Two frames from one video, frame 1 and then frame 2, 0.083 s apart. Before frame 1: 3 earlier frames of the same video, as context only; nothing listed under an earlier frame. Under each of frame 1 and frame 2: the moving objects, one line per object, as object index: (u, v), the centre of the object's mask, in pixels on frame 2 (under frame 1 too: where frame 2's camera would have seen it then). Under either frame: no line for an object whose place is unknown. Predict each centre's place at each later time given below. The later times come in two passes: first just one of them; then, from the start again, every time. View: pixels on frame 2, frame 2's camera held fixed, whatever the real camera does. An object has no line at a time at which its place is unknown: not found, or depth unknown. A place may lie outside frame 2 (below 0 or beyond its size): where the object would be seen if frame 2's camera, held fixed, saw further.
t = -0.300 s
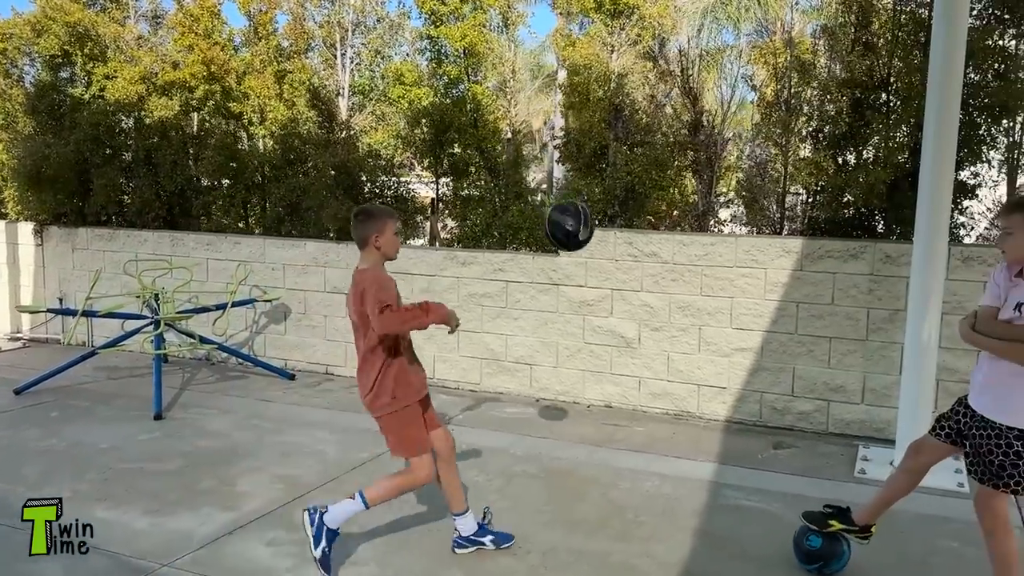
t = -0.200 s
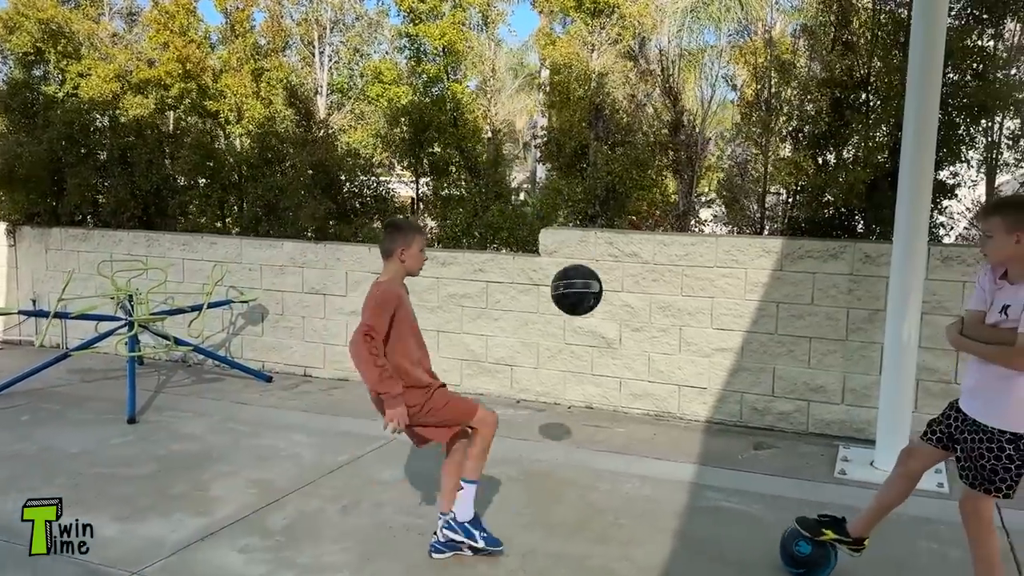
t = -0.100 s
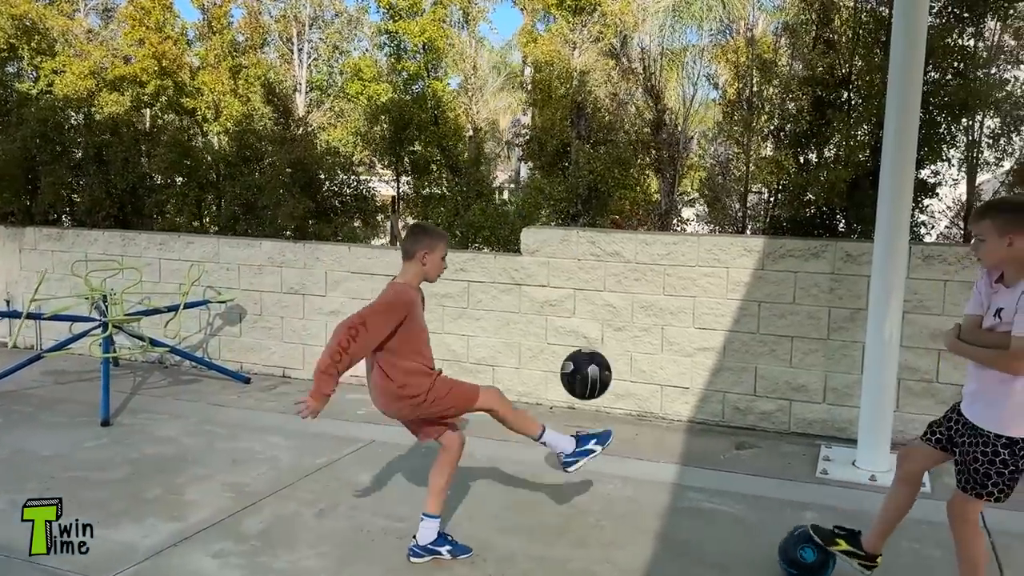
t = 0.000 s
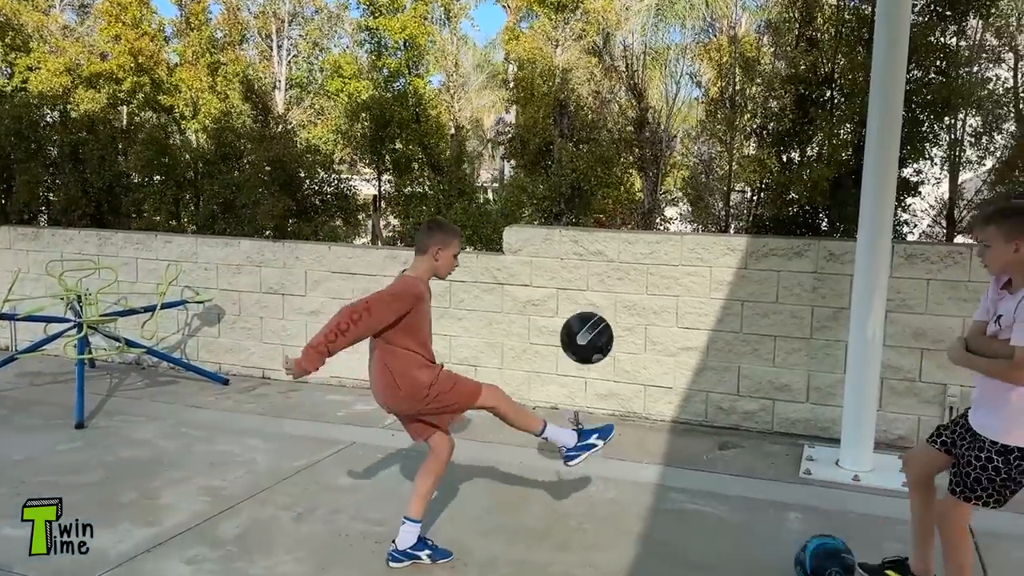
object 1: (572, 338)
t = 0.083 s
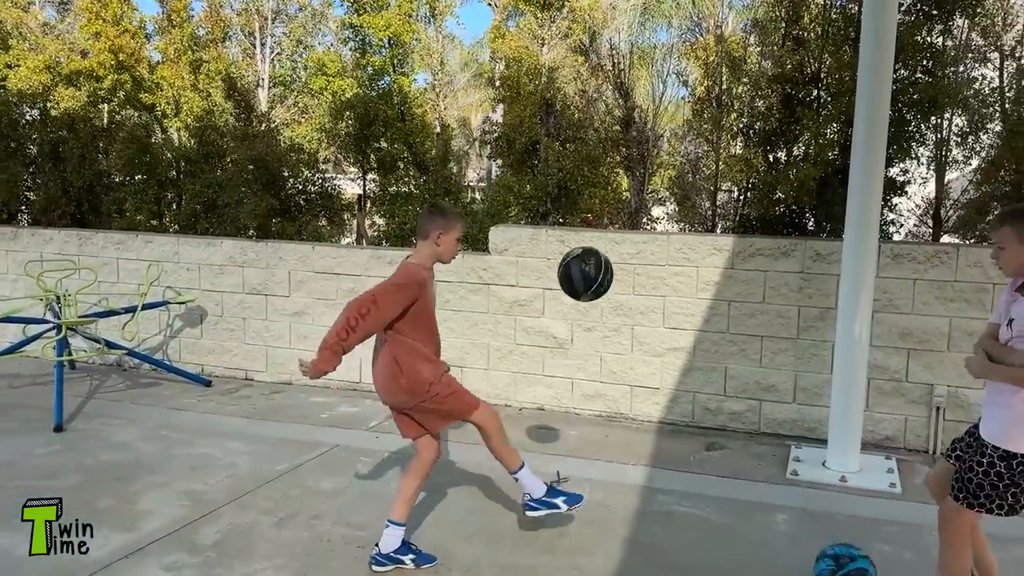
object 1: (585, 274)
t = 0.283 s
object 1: (614, 176)
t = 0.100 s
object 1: (587, 262)
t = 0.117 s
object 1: (591, 251)
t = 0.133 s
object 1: (593, 241)
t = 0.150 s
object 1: (596, 231)
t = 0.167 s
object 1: (598, 223)
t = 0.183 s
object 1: (601, 214)
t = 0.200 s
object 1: (603, 206)
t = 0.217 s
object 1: (604, 199)
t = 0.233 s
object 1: (607, 192)
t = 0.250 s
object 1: (609, 186)
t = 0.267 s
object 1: (612, 181)
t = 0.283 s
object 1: (614, 176)
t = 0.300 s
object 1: (616, 172)
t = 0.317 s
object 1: (619, 169)
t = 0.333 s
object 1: (622, 167)
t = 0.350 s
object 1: (624, 165)
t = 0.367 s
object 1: (626, 163)
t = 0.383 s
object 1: (628, 162)
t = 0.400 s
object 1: (631, 163)
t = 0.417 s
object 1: (633, 164)
